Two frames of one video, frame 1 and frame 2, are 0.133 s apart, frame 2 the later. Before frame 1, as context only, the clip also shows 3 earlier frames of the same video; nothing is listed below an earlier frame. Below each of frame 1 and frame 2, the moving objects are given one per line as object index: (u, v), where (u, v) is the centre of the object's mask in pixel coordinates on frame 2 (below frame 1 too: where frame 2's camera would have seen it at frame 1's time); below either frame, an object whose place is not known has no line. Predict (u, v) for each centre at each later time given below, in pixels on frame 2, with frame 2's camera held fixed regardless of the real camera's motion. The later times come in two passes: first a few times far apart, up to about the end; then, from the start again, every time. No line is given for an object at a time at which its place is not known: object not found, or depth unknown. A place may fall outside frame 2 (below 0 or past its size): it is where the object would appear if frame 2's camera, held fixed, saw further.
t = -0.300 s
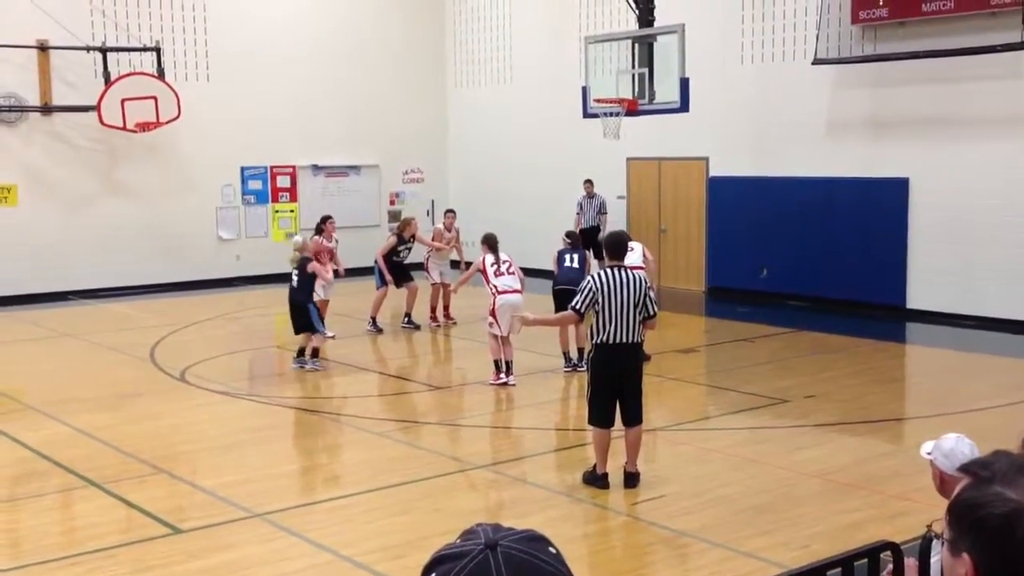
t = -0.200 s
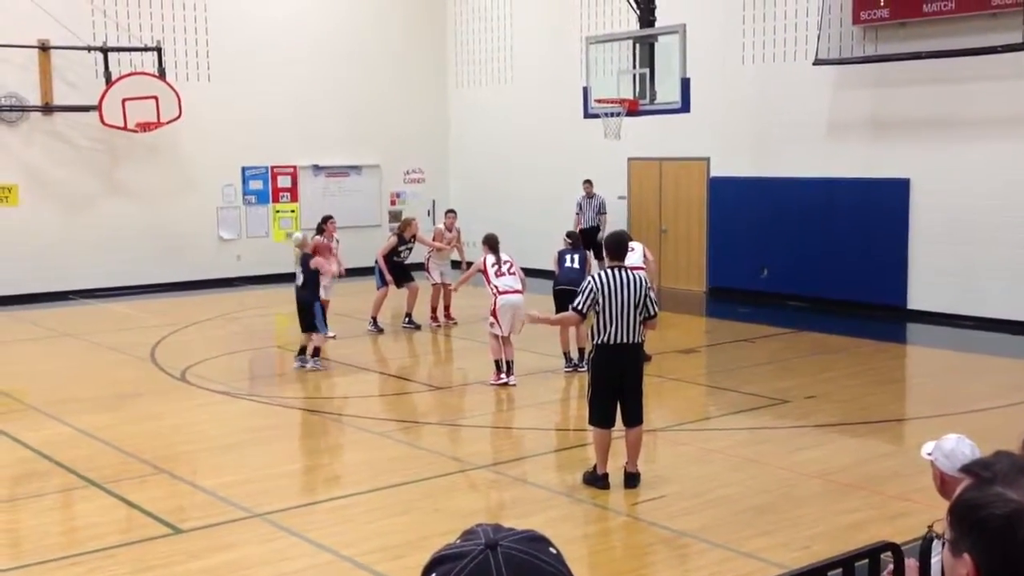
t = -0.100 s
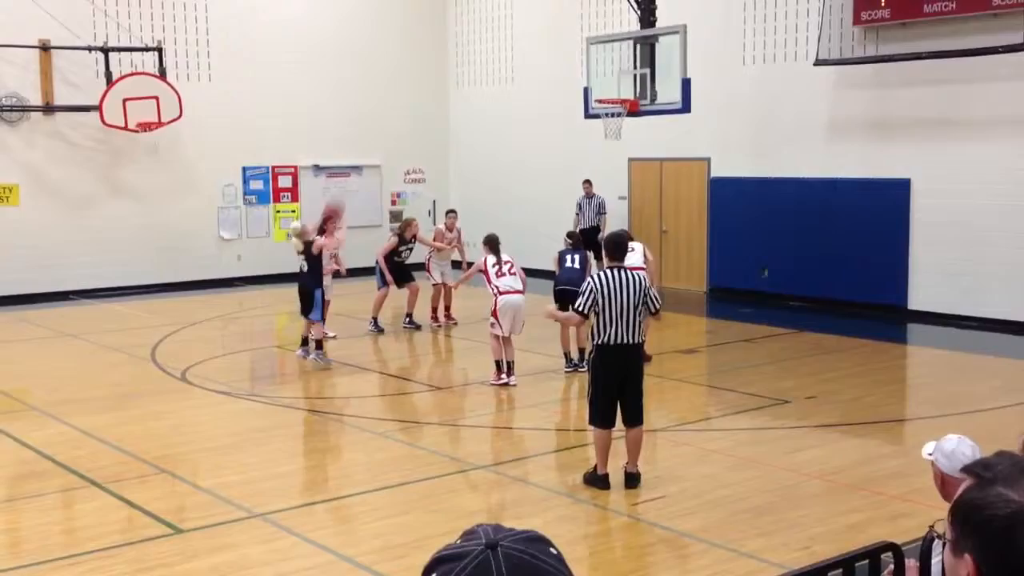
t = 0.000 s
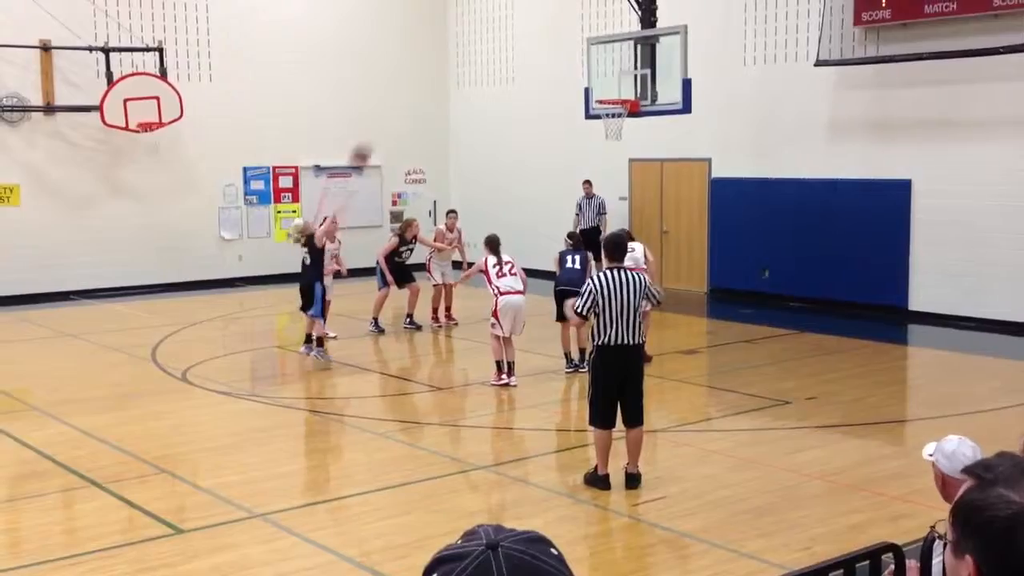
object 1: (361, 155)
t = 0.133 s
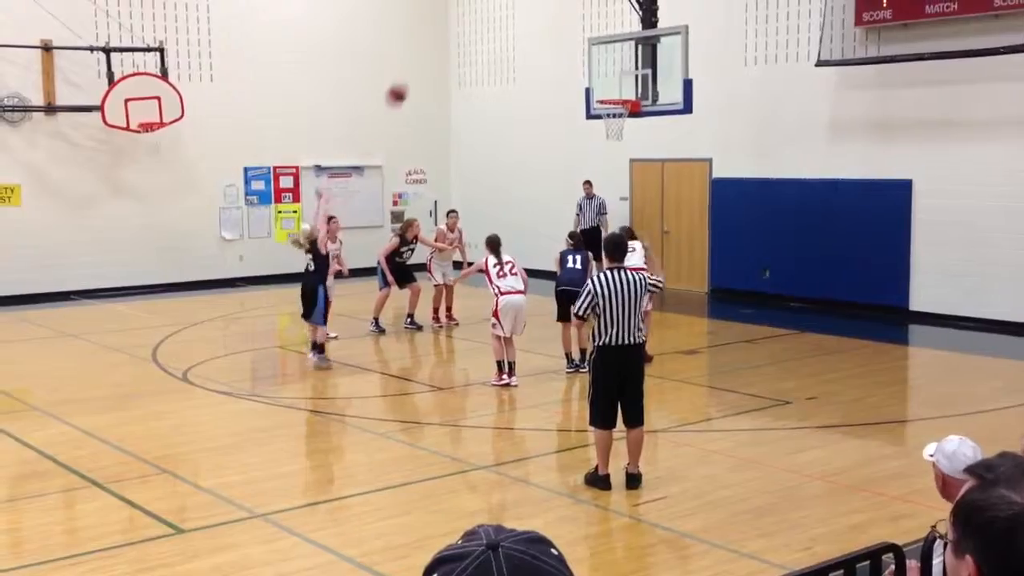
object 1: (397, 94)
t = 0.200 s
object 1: (413, 69)
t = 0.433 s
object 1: (472, 14)
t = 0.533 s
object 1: (496, 6)
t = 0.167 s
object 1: (405, 81)
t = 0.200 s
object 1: (413, 69)
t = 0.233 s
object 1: (422, 59)
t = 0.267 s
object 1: (431, 48)
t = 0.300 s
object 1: (440, 39)
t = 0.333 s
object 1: (448, 32)
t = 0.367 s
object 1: (456, 25)
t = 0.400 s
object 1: (464, 19)
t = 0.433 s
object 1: (472, 14)
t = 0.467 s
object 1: (480, 10)
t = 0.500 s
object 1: (488, 7)
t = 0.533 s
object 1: (496, 6)
